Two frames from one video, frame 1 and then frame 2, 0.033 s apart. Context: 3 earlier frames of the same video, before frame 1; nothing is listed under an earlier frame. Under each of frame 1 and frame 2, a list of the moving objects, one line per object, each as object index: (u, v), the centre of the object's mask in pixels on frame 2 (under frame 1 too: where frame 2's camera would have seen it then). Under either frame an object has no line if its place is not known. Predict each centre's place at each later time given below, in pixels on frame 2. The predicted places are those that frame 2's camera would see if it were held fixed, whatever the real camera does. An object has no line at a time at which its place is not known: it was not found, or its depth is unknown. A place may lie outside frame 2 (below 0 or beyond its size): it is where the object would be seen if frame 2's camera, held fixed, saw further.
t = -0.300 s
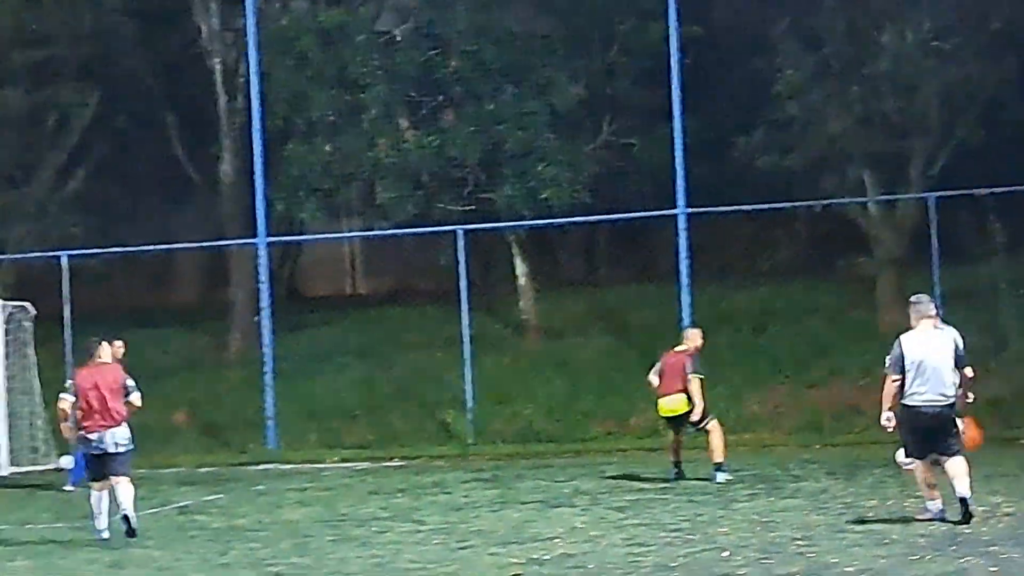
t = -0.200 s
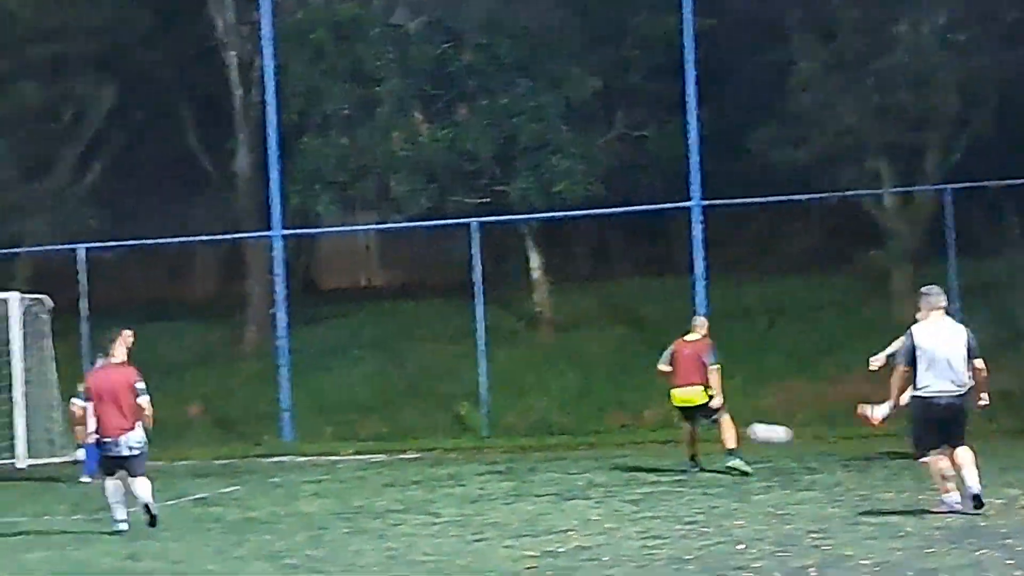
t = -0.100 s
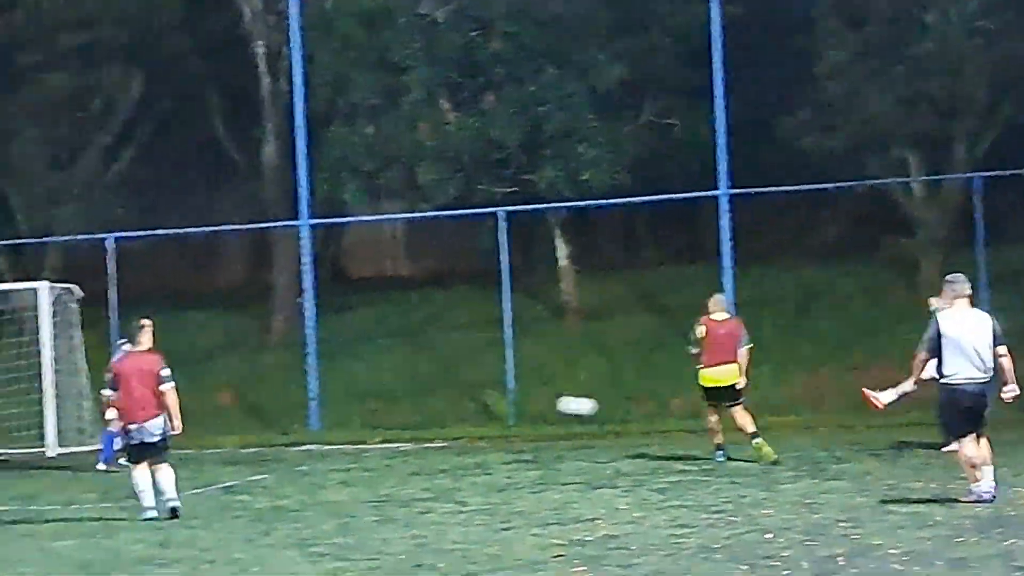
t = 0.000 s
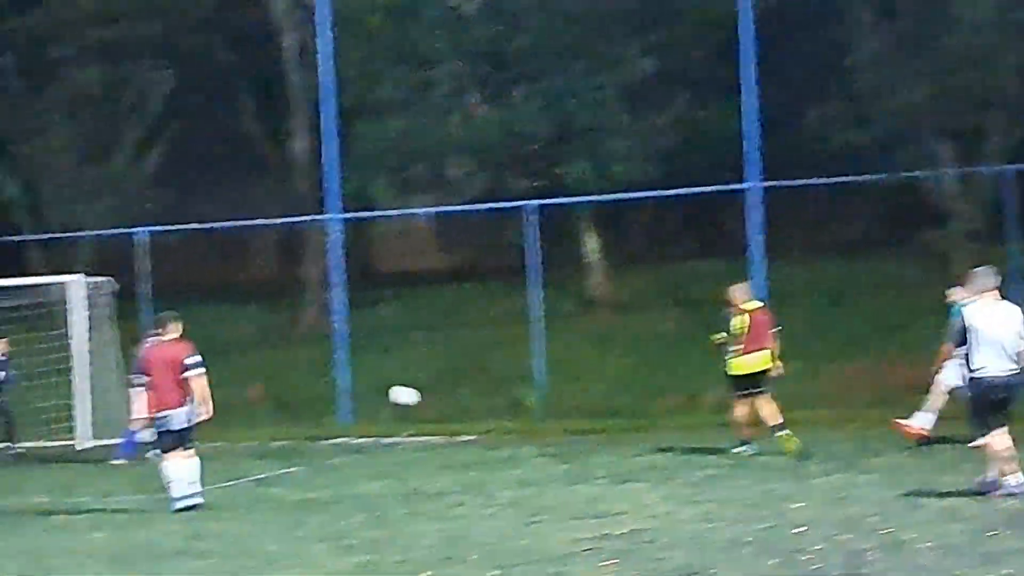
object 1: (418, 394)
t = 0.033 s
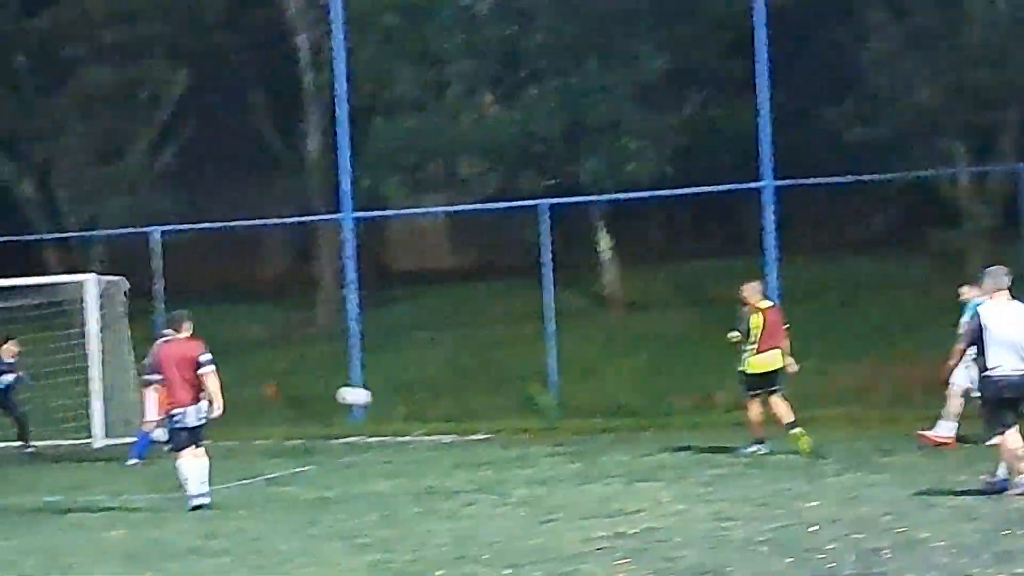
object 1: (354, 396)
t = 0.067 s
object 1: (291, 399)
